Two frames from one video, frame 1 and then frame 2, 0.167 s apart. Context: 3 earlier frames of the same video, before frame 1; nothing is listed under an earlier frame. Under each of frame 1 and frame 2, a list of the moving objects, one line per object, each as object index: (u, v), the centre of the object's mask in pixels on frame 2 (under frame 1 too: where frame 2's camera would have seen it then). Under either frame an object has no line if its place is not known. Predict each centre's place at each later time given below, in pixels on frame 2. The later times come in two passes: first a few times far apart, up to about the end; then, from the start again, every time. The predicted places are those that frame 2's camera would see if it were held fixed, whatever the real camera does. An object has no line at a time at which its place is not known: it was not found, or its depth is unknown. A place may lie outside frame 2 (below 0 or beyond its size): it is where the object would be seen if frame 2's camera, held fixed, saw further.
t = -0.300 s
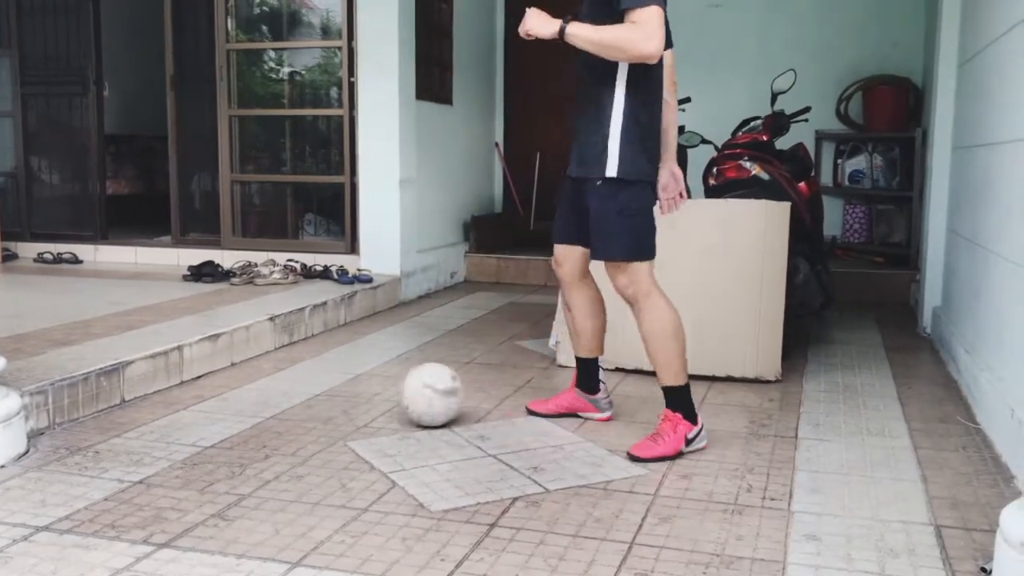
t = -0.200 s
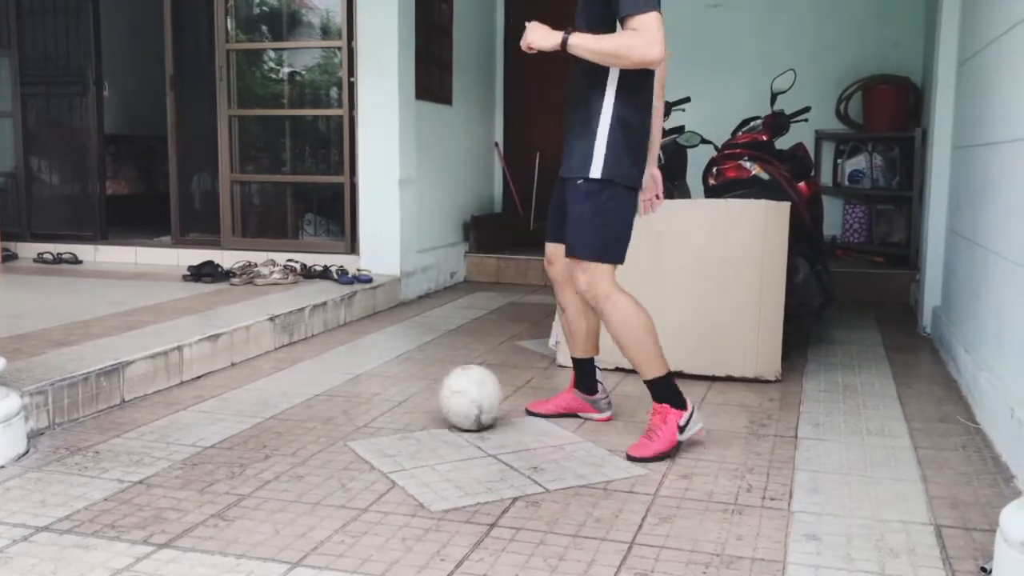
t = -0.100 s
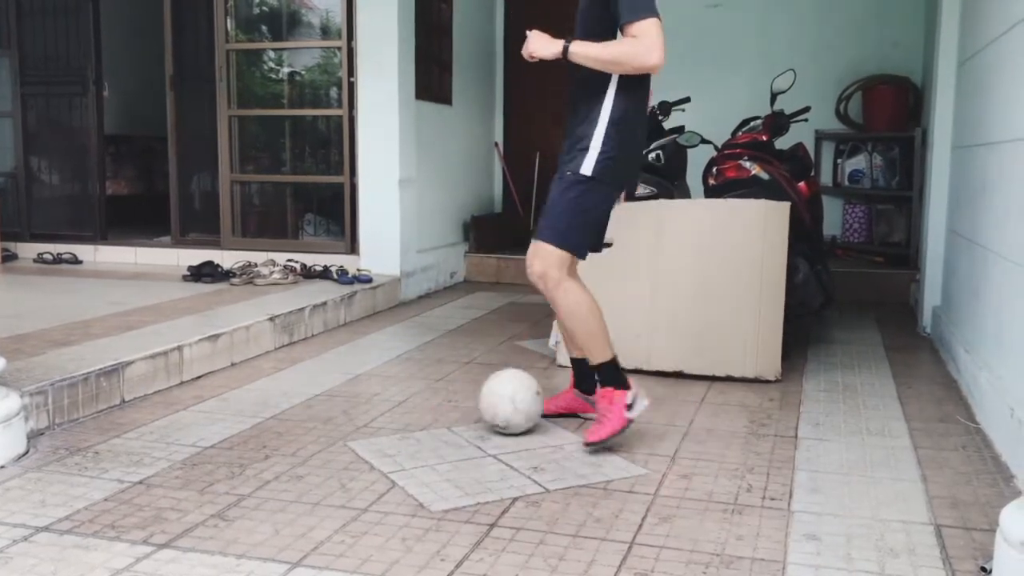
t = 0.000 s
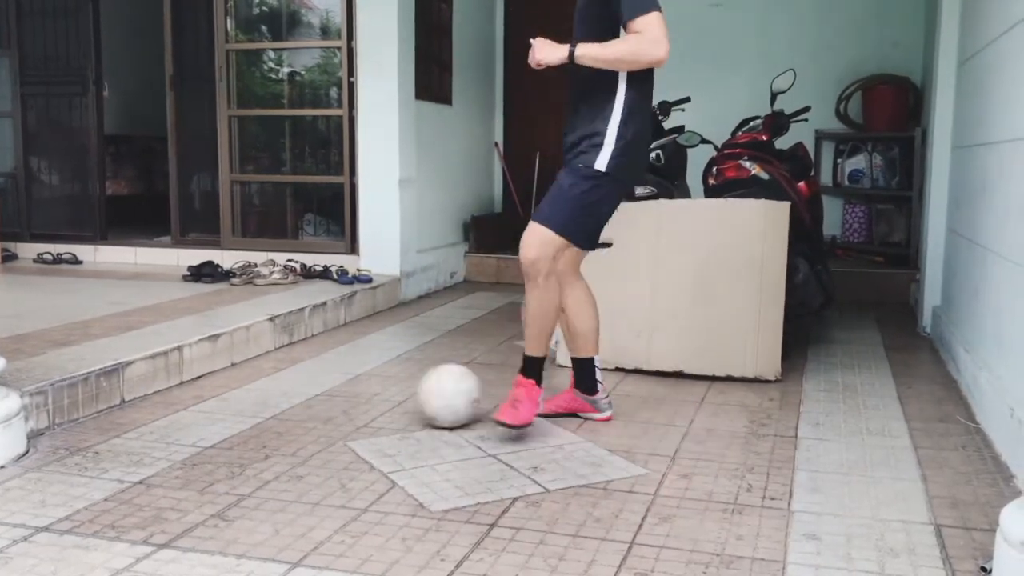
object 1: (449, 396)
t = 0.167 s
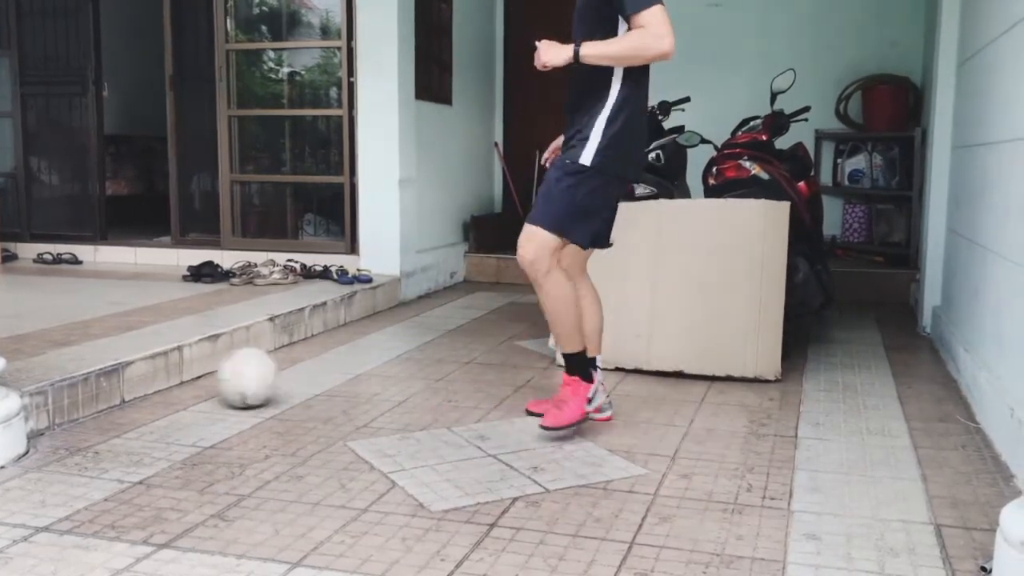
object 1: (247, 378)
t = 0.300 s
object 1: (191, 368)
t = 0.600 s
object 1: (337, 386)
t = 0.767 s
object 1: (392, 390)
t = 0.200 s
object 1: (213, 375)
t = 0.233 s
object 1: (180, 373)
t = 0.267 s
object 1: (173, 370)
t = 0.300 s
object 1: (191, 368)
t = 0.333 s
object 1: (211, 369)
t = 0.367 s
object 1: (232, 375)
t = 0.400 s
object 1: (250, 377)
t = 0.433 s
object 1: (266, 378)
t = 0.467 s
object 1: (283, 381)
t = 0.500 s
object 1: (298, 382)
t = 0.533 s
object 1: (311, 384)
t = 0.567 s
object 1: (324, 385)
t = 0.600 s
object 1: (337, 386)
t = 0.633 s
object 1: (348, 387)
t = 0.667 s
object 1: (359, 387)
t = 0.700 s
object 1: (369, 388)
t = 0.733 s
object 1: (381, 389)
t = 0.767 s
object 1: (392, 390)
